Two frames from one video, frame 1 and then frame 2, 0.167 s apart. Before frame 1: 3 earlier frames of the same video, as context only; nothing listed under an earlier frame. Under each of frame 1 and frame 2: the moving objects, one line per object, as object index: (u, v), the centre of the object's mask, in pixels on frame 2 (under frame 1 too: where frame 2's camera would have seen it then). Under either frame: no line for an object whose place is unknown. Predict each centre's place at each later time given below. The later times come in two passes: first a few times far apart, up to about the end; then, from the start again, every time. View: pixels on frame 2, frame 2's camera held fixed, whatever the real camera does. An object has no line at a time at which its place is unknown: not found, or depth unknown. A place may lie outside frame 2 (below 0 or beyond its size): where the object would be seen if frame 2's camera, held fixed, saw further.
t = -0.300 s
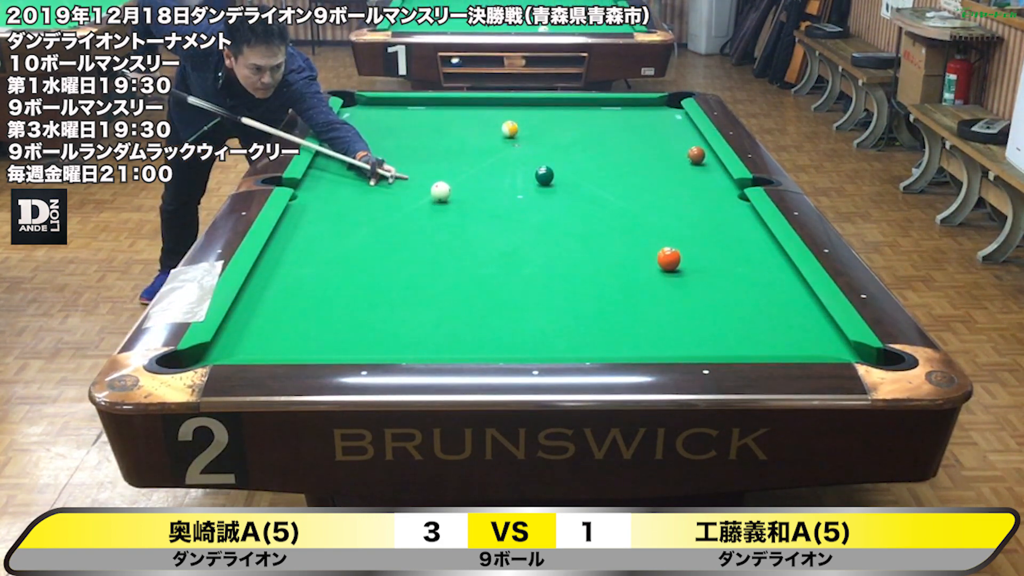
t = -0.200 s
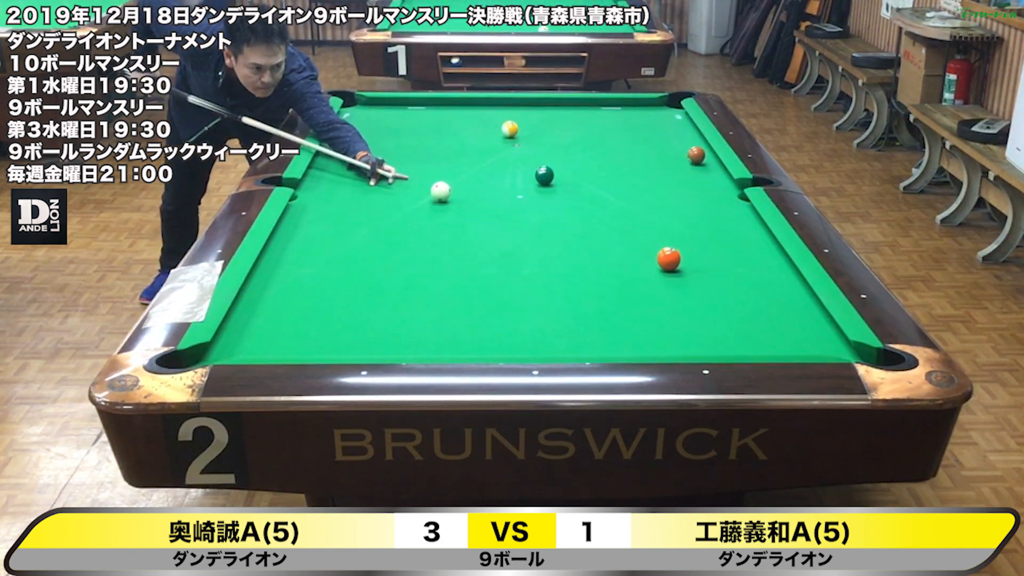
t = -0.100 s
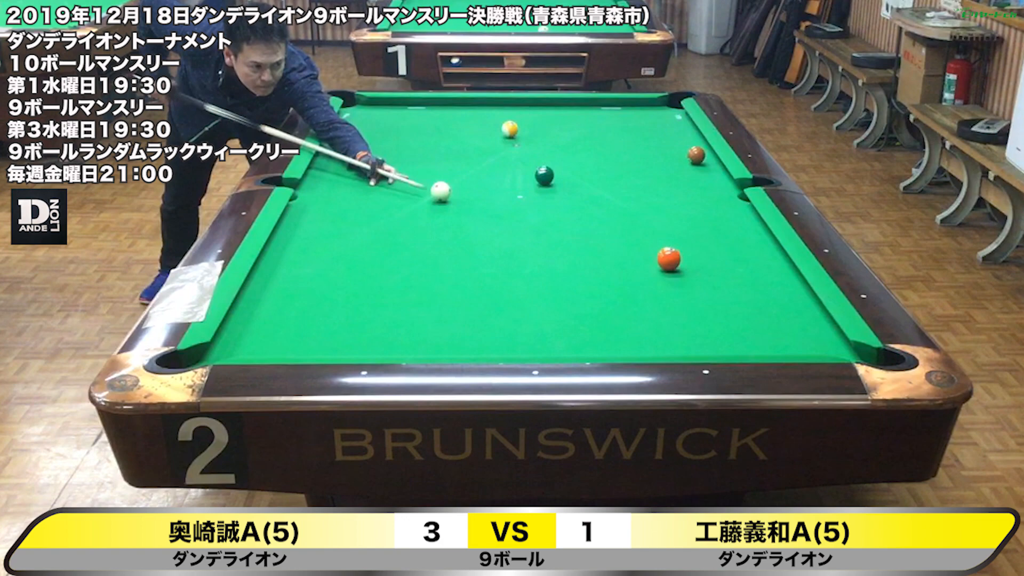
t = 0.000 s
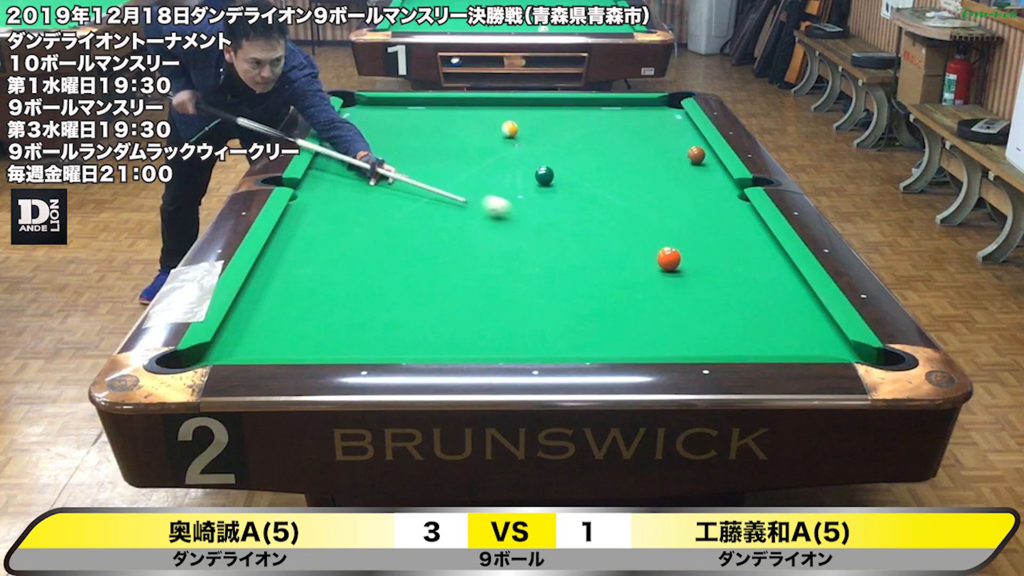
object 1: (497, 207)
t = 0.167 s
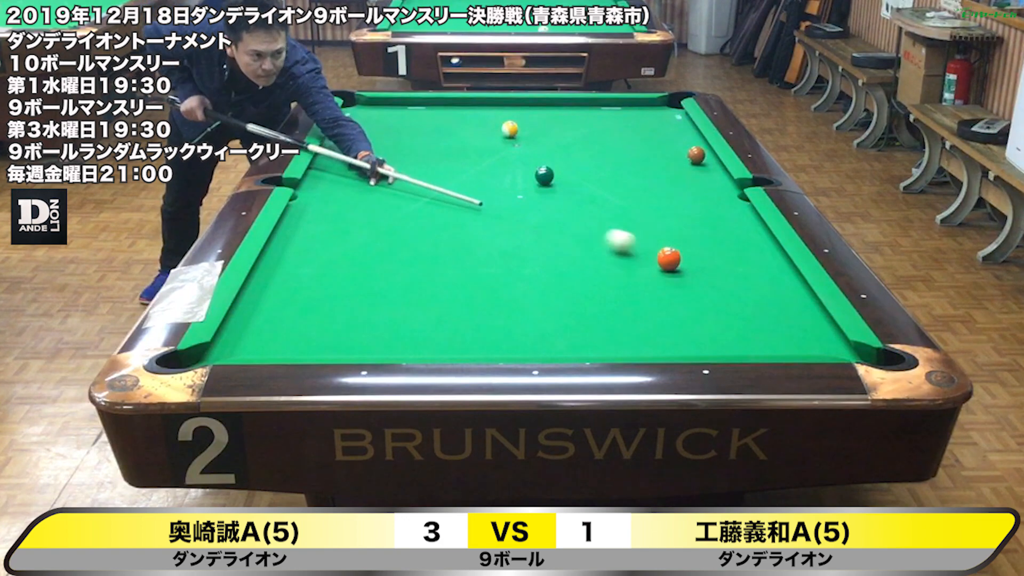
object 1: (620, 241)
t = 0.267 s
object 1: (673, 250)
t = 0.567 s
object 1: (755, 244)
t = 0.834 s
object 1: (729, 233)
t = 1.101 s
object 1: (689, 223)
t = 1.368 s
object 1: (653, 214)
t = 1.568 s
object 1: (628, 208)
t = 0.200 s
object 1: (644, 248)
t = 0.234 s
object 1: (661, 249)
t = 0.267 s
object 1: (673, 250)
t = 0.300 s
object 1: (683, 250)
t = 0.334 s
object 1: (693, 249)
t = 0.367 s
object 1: (702, 248)
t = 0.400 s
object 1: (710, 247)
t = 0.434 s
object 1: (719, 246)
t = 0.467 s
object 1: (729, 246)
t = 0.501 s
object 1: (737, 245)
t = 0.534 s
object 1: (746, 244)
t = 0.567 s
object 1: (755, 244)
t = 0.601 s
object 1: (763, 243)
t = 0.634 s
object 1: (763, 242)
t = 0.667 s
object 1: (756, 240)
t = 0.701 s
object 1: (751, 239)
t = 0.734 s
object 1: (745, 237)
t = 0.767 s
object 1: (740, 236)
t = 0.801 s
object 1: (735, 235)
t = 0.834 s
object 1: (729, 233)
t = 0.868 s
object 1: (724, 232)
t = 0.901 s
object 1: (719, 231)
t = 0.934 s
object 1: (714, 229)
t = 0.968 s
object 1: (709, 228)
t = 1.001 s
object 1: (704, 227)
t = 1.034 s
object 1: (699, 226)
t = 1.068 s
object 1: (694, 225)
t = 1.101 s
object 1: (689, 223)
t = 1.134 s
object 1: (685, 222)
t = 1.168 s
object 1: (680, 221)
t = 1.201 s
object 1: (675, 220)
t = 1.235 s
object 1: (671, 219)
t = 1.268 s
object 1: (666, 218)
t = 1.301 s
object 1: (662, 217)
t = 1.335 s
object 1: (657, 216)
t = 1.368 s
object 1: (653, 214)
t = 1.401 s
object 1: (648, 213)
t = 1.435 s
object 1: (644, 212)
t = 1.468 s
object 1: (640, 211)
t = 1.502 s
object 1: (636, 210)
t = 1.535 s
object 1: (632, 209)
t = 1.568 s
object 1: (628, 208)
